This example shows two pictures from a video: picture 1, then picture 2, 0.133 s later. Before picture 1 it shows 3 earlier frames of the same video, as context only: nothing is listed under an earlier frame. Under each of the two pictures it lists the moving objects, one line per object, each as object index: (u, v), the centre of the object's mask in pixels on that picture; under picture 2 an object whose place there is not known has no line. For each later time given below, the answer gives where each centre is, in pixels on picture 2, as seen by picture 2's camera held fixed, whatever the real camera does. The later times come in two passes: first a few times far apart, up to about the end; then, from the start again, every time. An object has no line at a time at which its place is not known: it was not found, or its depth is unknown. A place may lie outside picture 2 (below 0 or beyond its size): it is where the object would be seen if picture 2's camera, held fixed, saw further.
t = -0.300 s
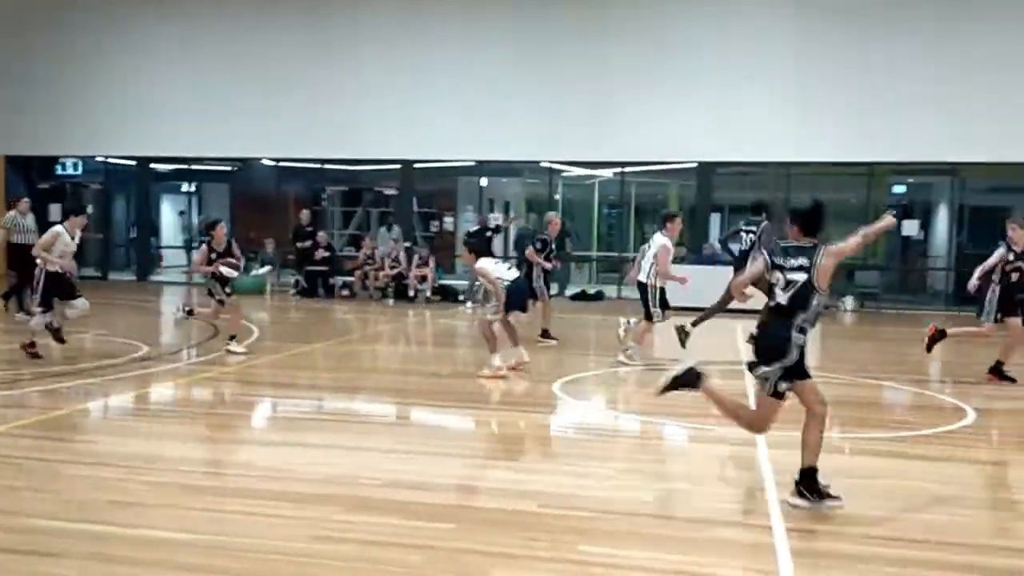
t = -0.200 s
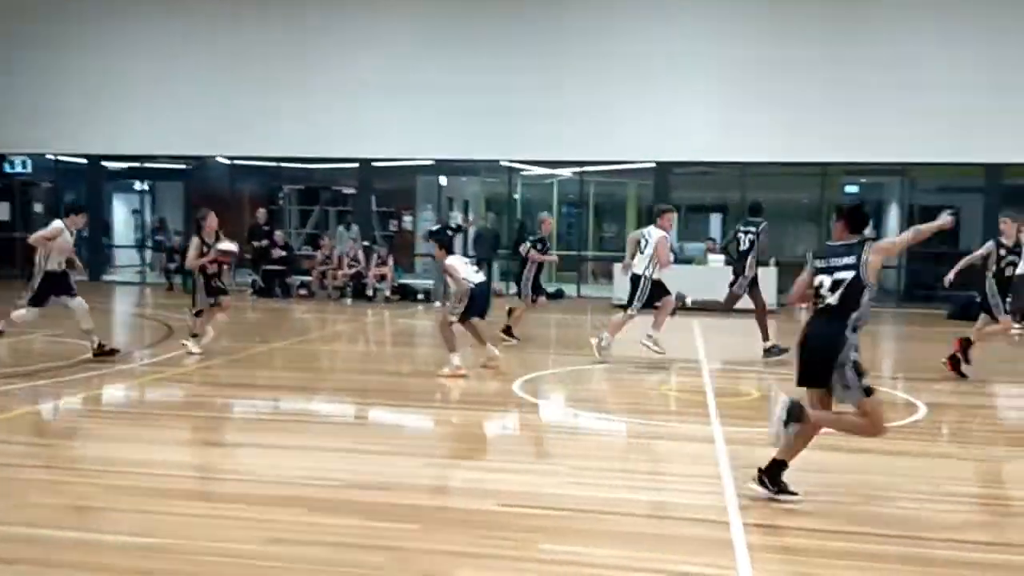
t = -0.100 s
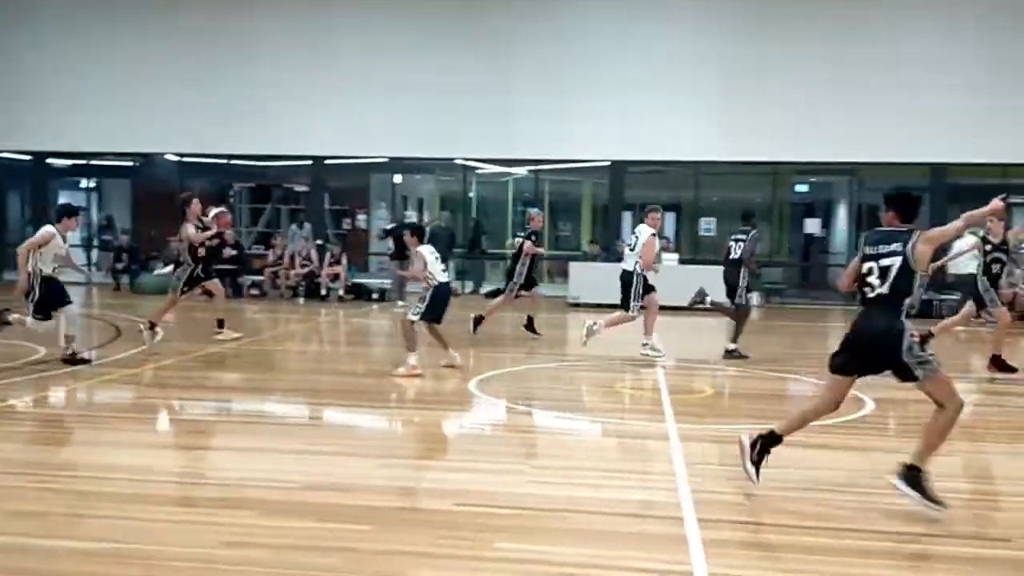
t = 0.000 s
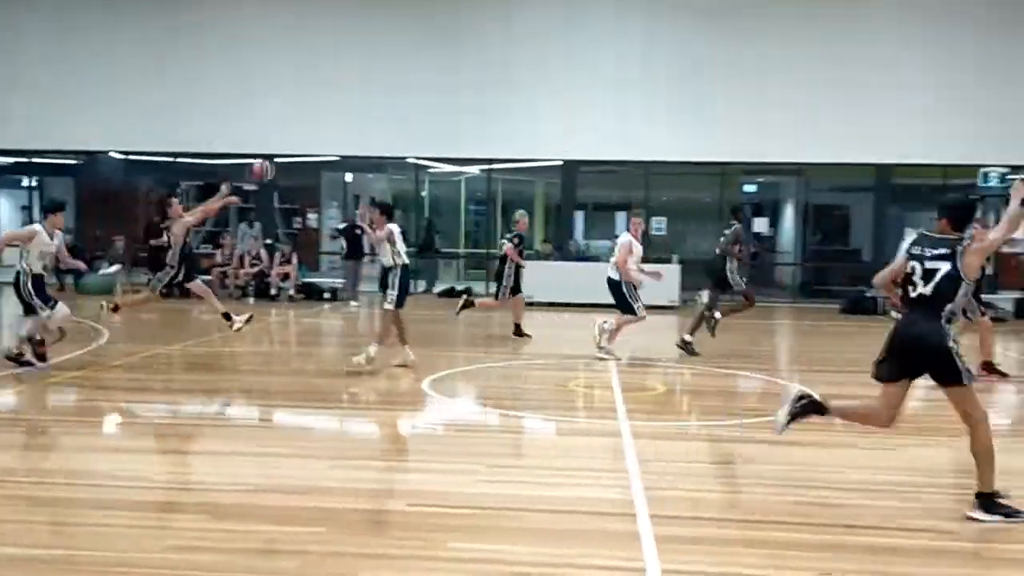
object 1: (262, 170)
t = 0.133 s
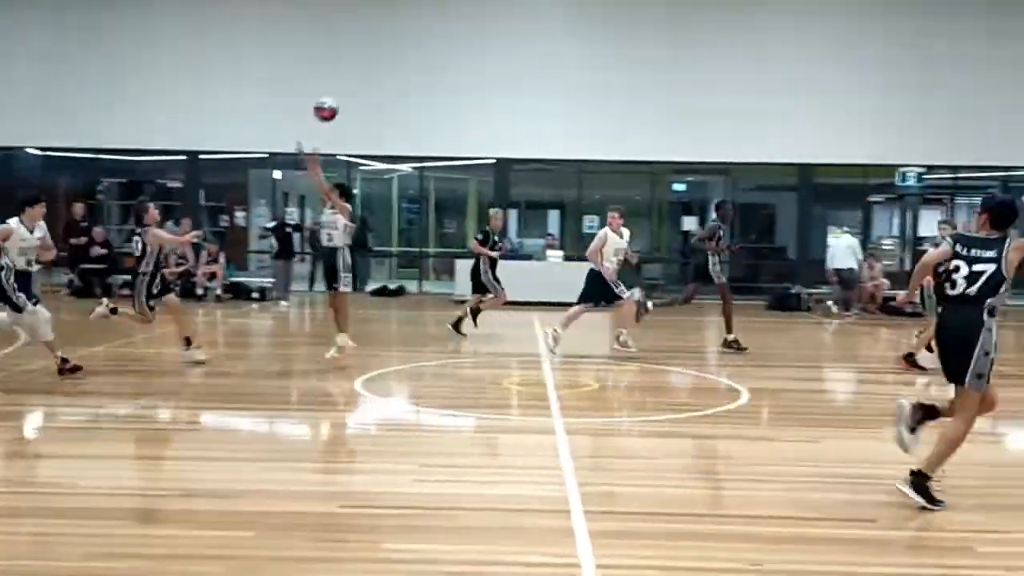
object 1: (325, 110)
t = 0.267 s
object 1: (465, 68)
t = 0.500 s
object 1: (698, 29)
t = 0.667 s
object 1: (862, 31)
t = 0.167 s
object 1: (360, 98)
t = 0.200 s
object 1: (395, 87)
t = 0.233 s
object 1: (429, 77)
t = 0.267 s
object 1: (465, 68)
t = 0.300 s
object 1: (499, 59)
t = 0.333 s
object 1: (533, 51)
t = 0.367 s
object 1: (567, 44)
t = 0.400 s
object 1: (599, 39)
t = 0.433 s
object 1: (632, 34)
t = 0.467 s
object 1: (665, 31)
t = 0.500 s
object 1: (698, 29)
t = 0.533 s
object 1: (732, 27)
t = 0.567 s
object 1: (765, 27)
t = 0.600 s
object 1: (797, 28)
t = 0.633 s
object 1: (830, 28)
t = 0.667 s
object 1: (862, 31)
